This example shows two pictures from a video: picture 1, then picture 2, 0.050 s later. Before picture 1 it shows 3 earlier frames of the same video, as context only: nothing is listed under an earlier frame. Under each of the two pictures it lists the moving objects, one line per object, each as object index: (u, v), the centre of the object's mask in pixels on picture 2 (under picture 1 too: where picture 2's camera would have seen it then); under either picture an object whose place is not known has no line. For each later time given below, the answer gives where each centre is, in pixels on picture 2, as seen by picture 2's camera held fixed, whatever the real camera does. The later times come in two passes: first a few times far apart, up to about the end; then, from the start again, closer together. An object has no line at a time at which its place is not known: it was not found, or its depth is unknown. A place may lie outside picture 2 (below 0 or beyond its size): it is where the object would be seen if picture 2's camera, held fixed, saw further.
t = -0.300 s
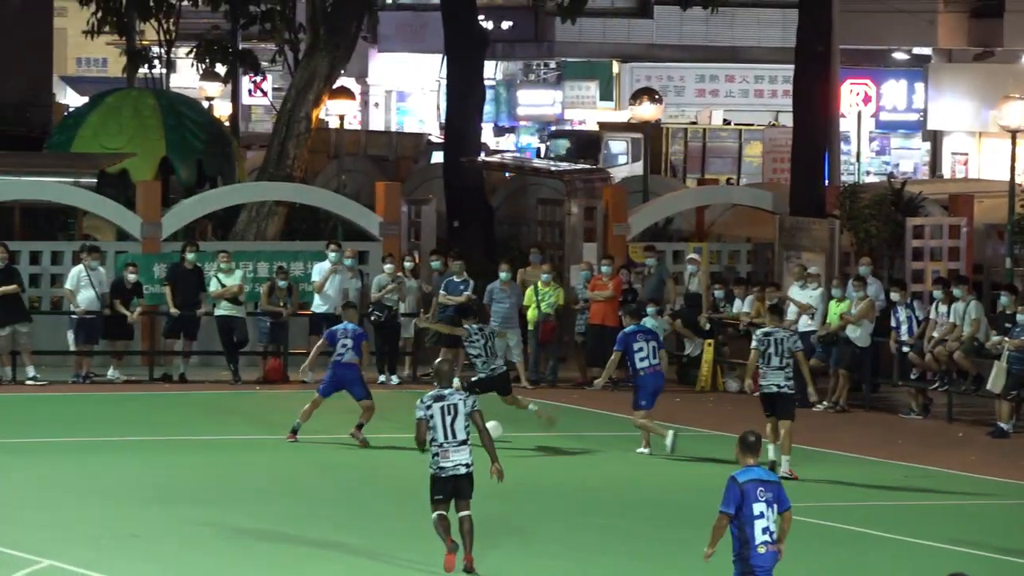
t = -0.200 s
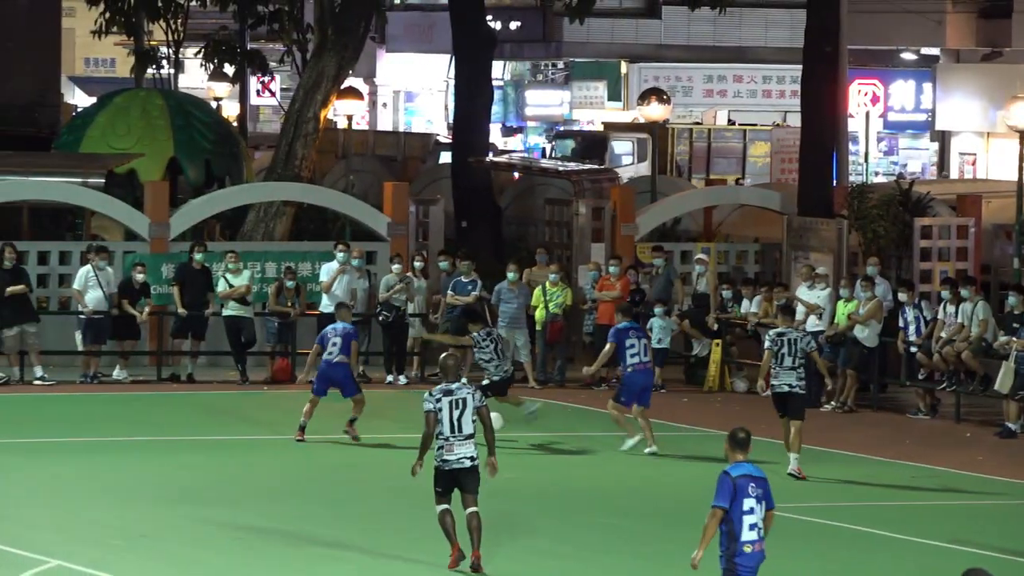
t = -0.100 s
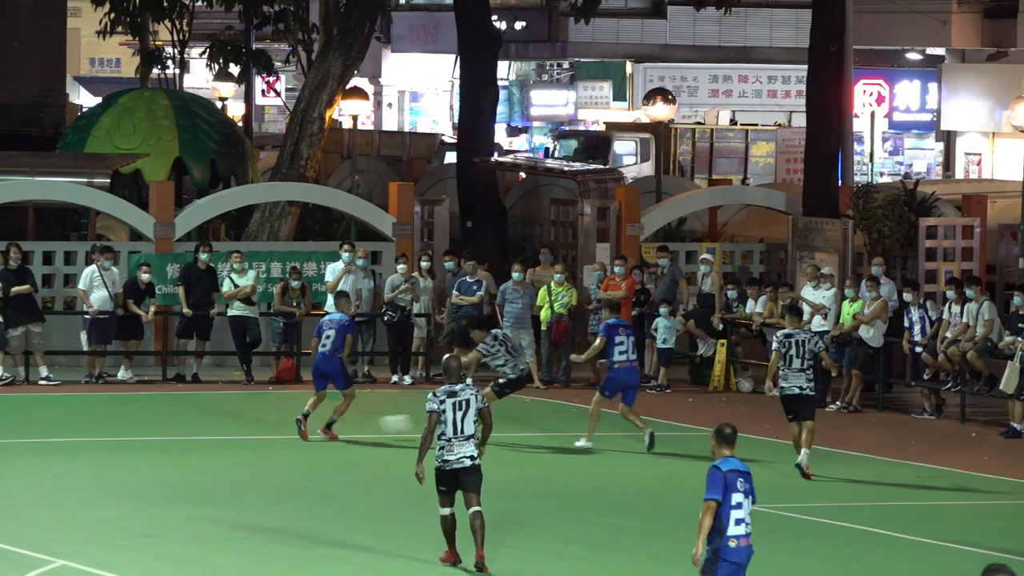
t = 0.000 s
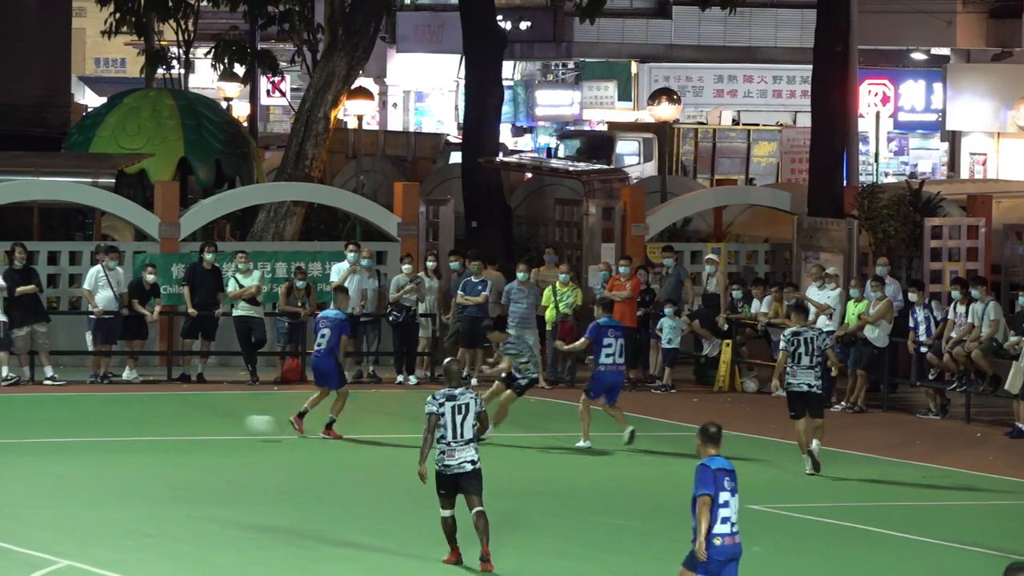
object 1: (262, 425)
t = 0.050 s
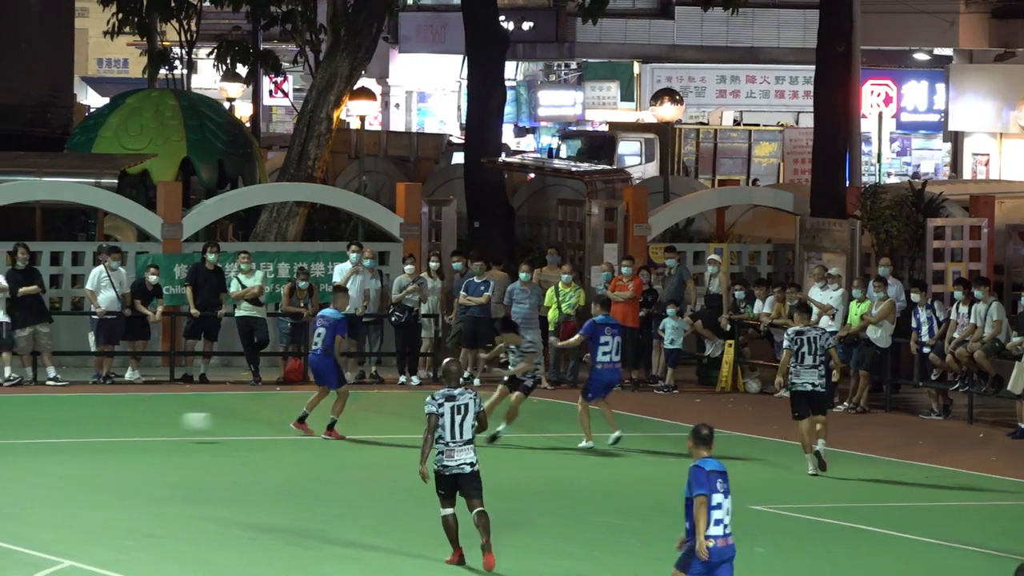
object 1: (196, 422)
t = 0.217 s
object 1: (-15, 427)
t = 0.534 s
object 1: (-477, 472)
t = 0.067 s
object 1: (174, 421)
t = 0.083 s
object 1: (152, 421)
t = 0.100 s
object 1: (130, 421)
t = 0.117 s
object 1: (108, 422)
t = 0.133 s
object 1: (87, 422)
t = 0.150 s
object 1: (65, 423)
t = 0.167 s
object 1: (42, 423)
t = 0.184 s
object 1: (20, 425)
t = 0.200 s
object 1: (-1, 428)
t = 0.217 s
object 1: (-15, 427)
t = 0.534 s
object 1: (-477, 472)
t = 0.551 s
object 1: (-501, 472)
